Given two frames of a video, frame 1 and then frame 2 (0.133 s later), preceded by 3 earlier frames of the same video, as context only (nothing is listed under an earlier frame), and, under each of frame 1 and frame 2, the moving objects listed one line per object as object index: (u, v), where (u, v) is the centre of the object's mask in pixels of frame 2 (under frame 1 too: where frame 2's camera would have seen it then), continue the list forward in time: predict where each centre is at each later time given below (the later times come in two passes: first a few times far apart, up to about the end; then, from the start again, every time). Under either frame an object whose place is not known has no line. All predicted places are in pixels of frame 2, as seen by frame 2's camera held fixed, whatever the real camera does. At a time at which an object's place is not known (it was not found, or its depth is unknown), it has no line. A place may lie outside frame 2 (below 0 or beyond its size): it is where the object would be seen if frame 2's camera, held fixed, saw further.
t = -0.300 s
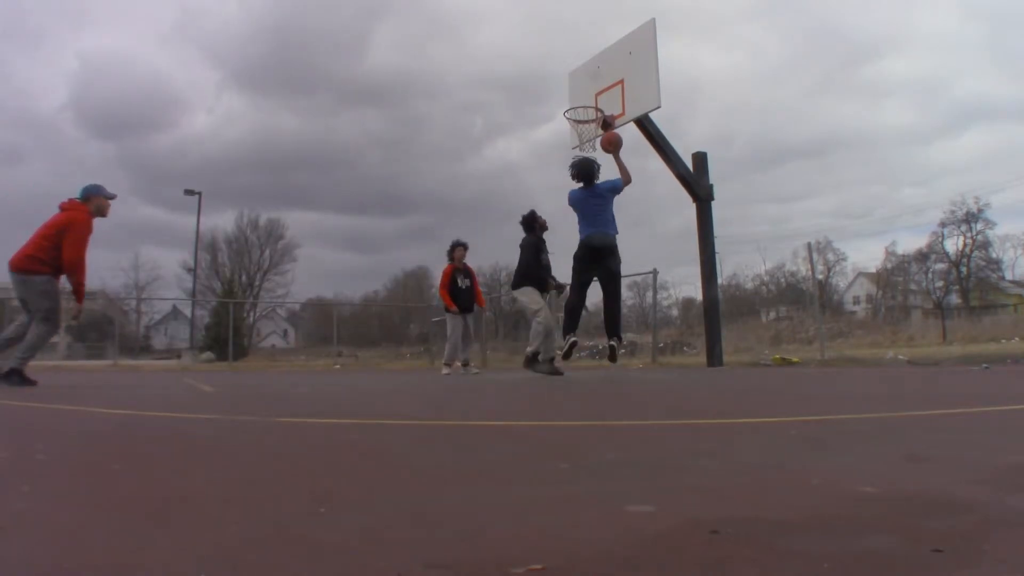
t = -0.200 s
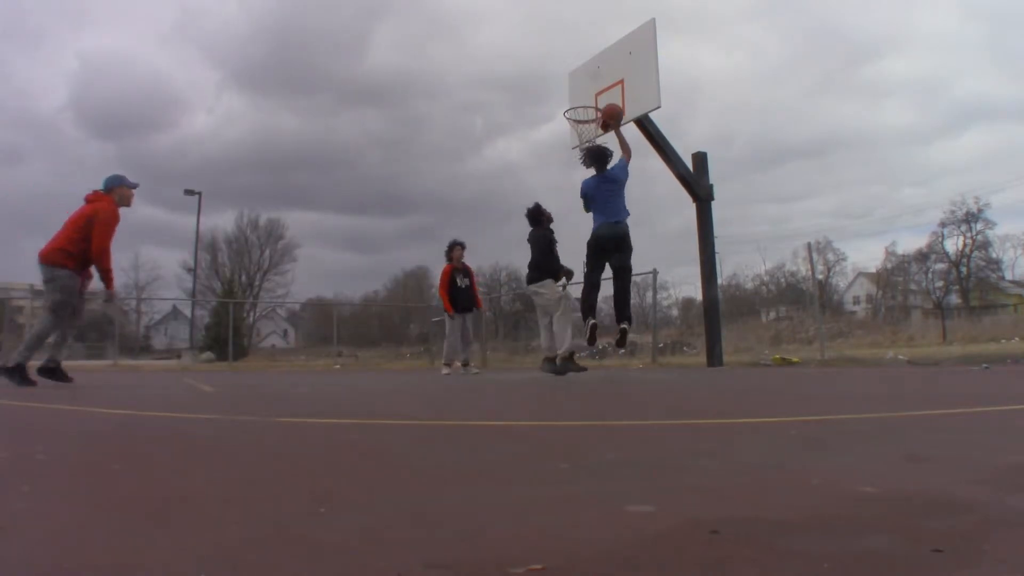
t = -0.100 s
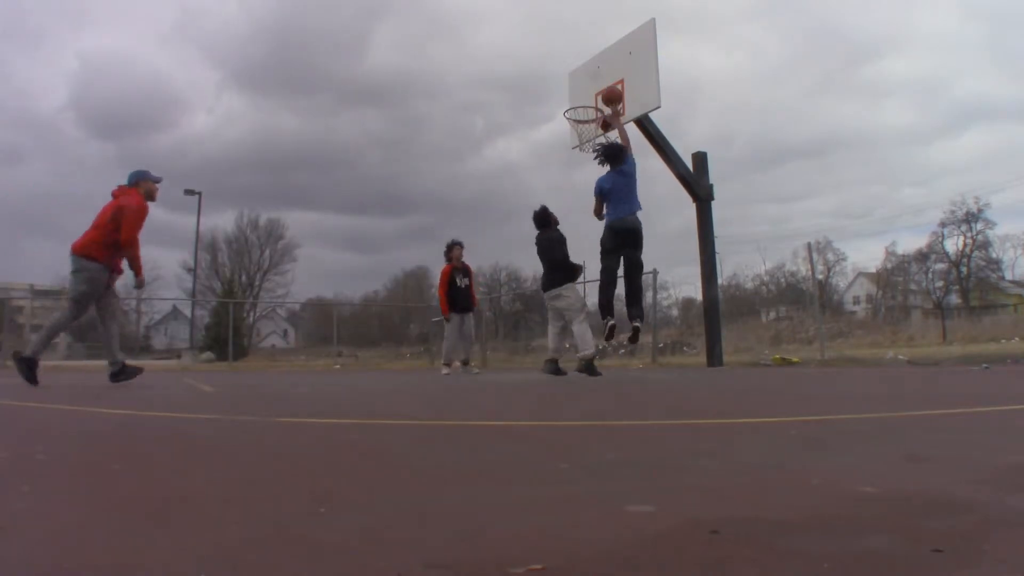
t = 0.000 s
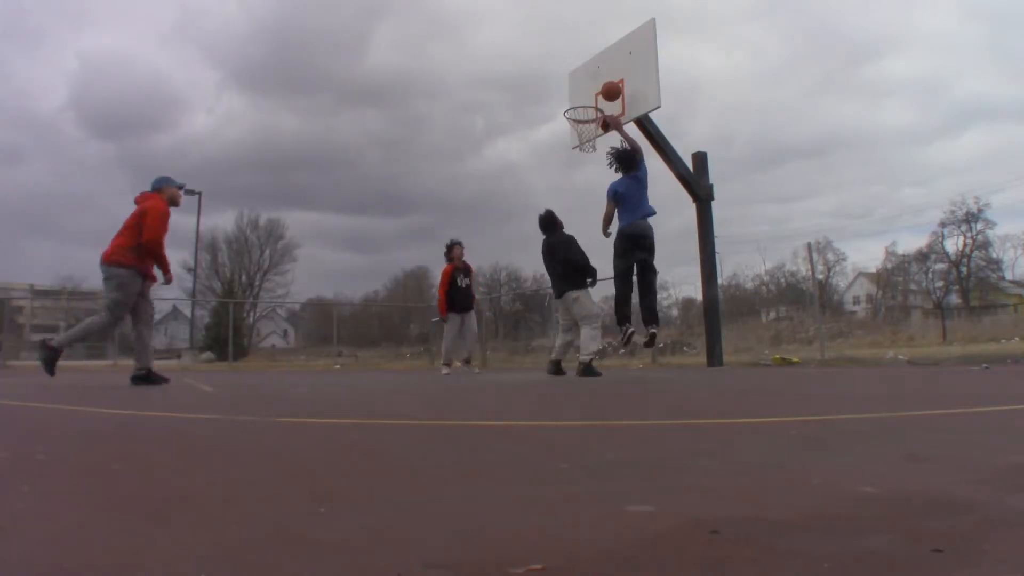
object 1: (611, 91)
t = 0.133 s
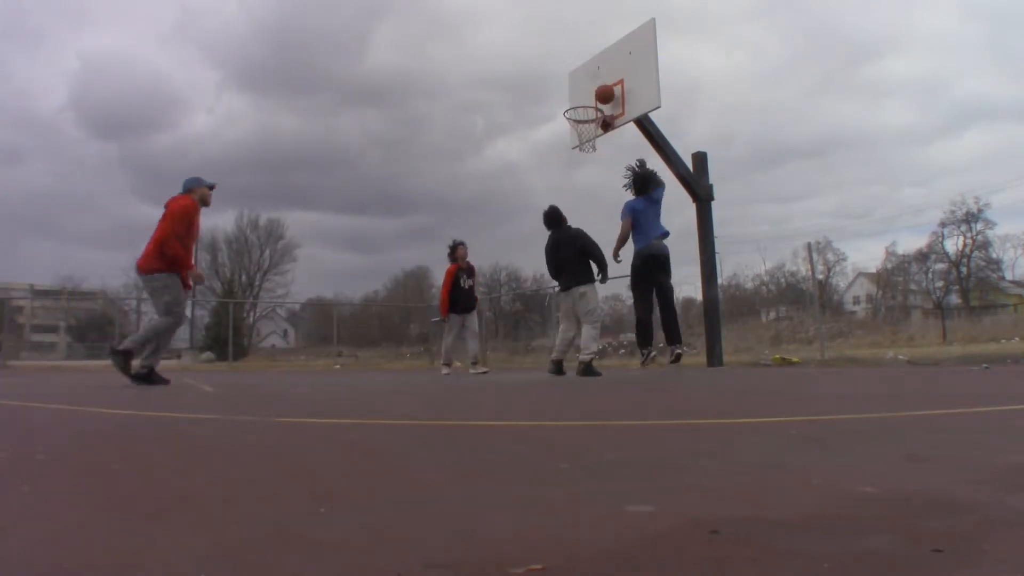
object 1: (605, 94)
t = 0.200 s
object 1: (595, 99)
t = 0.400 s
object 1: (576, 120)
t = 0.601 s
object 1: (585, 123)
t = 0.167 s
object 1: (600, 96)
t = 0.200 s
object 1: (595, 99)
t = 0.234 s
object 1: (590, 102)
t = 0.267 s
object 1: (586, 107)
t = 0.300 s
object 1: (581, 113)
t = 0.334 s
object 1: (578, 116)
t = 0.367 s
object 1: (577, 117)
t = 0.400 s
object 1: (576, 120)
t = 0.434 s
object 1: (576, 122)
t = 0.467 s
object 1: (576, 123)
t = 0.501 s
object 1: (578, 123)
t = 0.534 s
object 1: (581, 123)
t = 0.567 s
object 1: (583, 122)
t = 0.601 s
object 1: (585, 123)
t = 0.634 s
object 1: (587, 124)
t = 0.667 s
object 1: (589, 125)
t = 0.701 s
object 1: (591, 128)
